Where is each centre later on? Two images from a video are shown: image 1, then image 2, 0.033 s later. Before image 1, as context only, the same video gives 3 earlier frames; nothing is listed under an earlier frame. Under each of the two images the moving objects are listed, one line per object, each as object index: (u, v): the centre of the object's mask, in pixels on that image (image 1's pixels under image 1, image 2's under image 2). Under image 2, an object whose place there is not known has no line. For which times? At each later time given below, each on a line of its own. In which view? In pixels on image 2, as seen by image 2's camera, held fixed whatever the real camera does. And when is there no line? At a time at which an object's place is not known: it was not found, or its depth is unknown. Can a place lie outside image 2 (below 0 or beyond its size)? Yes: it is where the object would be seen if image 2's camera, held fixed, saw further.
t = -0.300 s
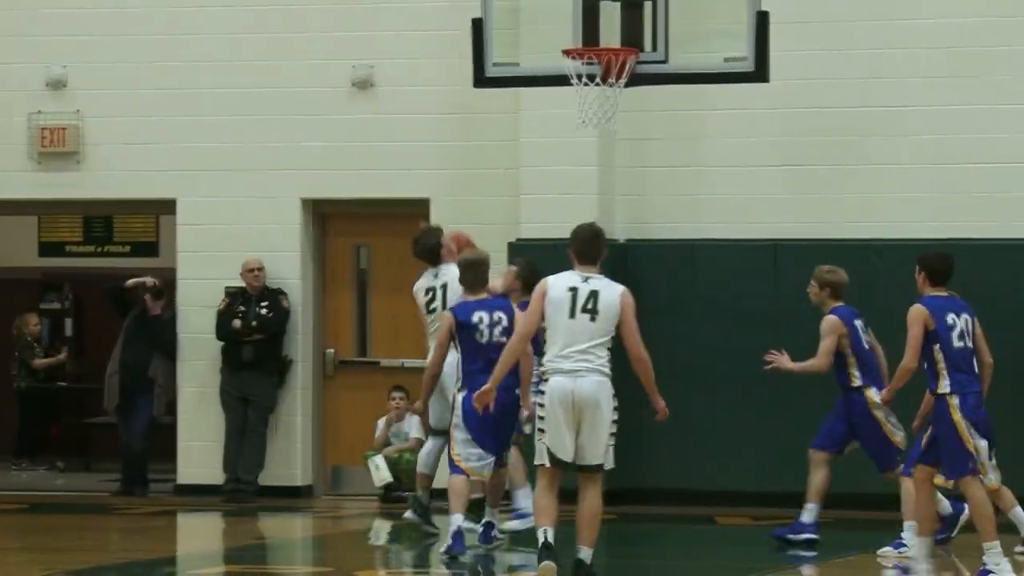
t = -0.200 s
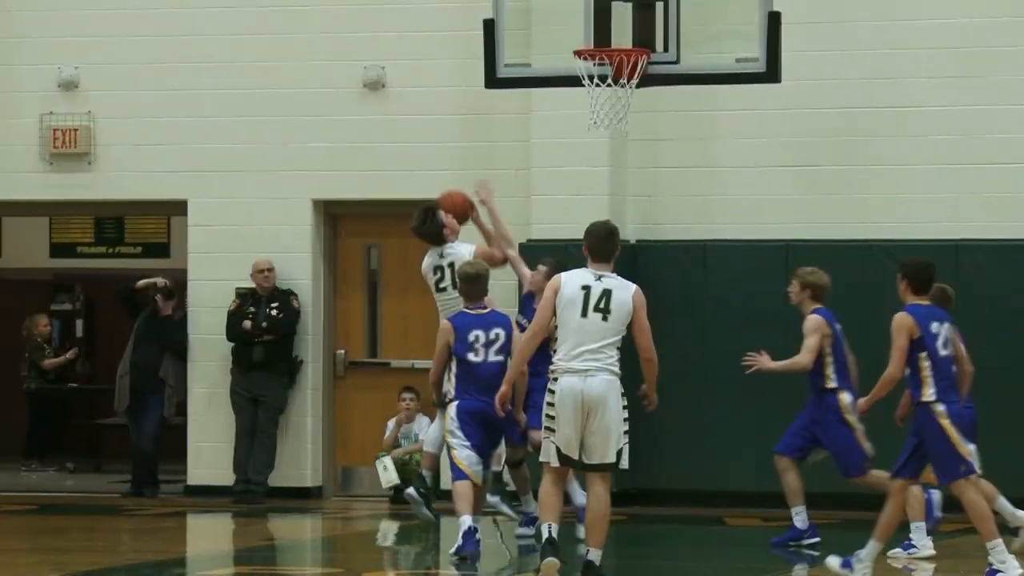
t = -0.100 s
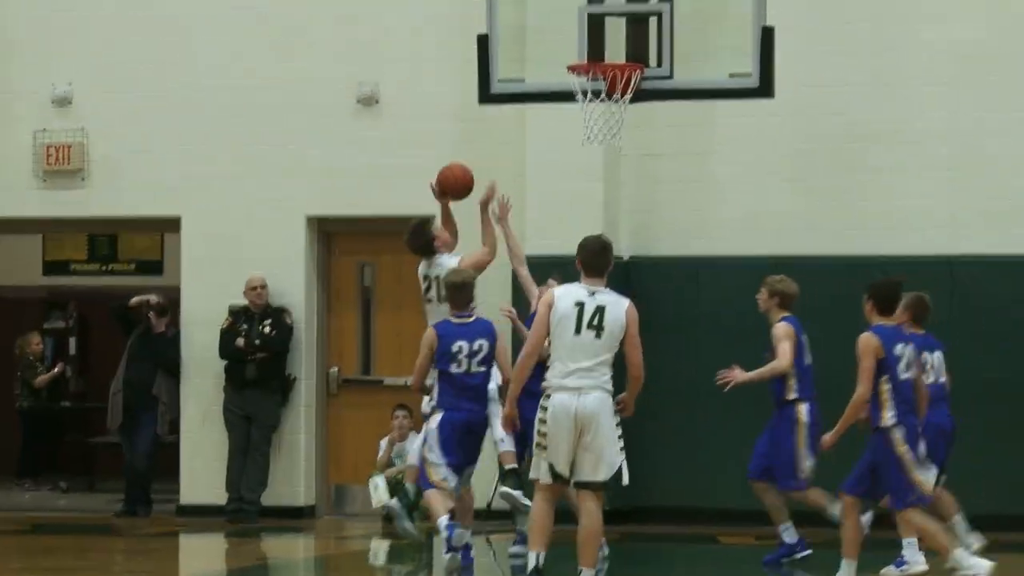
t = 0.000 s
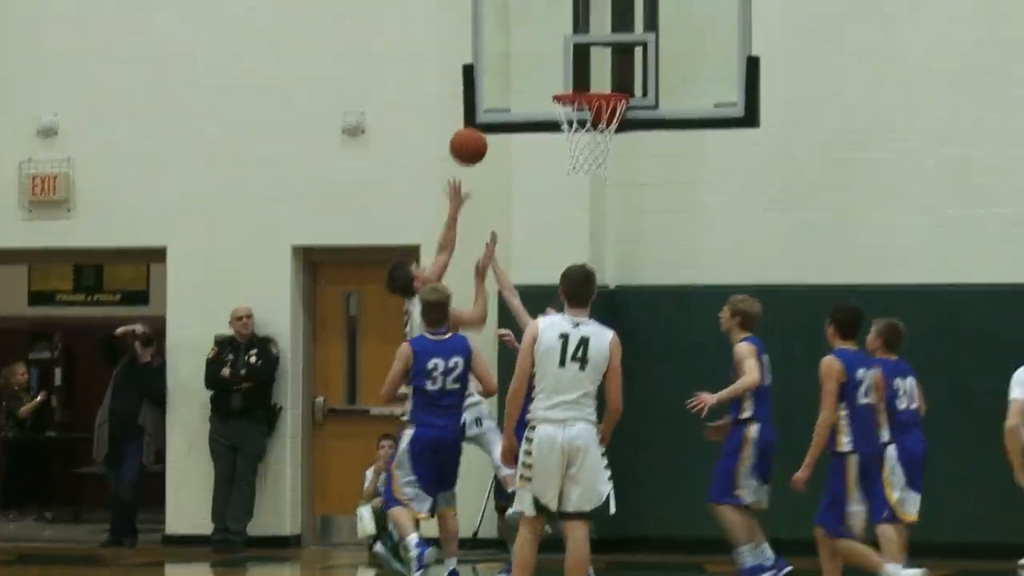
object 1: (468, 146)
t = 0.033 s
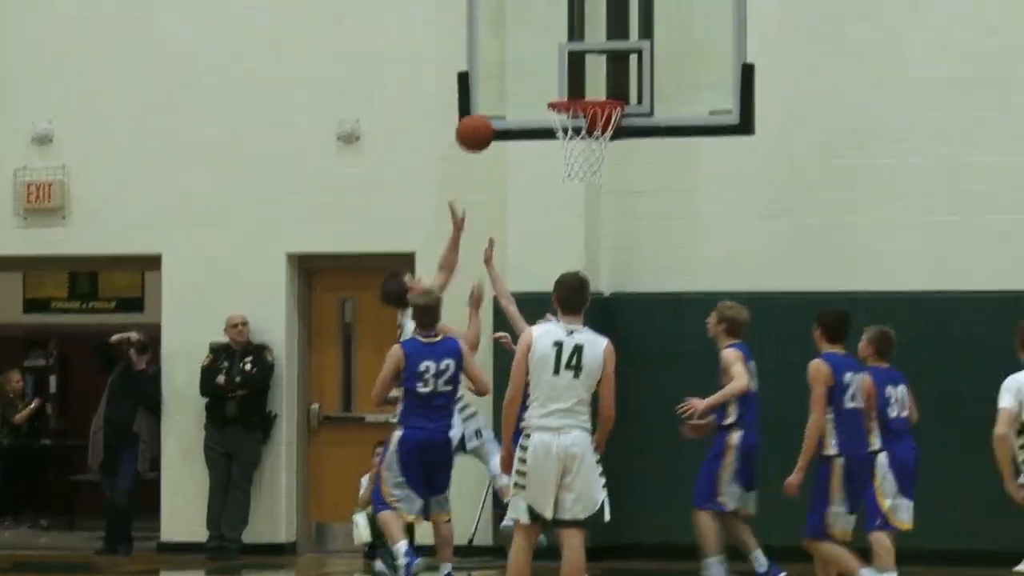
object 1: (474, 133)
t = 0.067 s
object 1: (486, 113)
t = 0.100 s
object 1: (497, 96)
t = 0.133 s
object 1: (508, 80)
